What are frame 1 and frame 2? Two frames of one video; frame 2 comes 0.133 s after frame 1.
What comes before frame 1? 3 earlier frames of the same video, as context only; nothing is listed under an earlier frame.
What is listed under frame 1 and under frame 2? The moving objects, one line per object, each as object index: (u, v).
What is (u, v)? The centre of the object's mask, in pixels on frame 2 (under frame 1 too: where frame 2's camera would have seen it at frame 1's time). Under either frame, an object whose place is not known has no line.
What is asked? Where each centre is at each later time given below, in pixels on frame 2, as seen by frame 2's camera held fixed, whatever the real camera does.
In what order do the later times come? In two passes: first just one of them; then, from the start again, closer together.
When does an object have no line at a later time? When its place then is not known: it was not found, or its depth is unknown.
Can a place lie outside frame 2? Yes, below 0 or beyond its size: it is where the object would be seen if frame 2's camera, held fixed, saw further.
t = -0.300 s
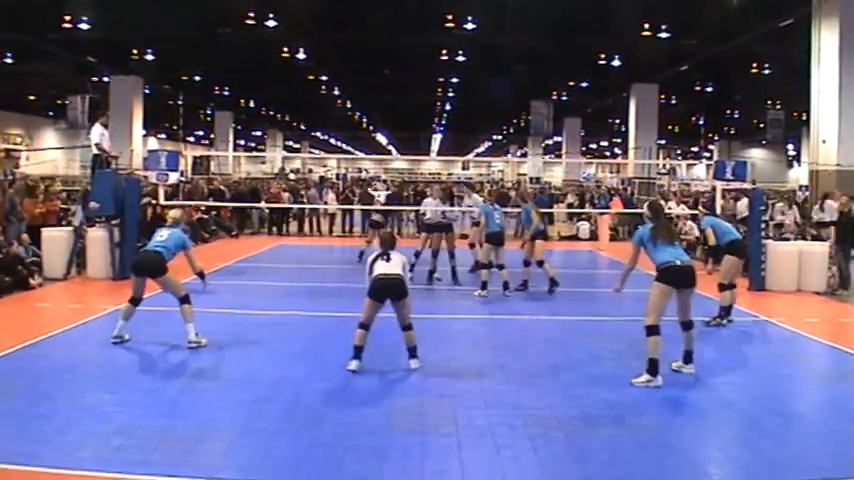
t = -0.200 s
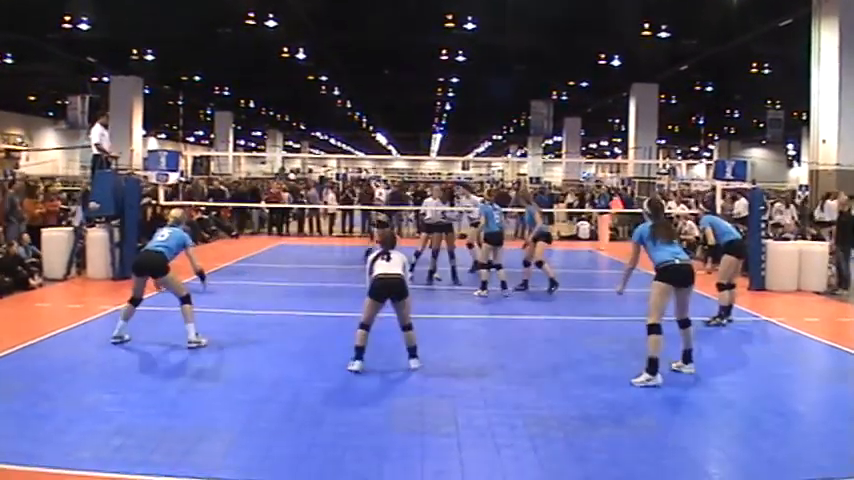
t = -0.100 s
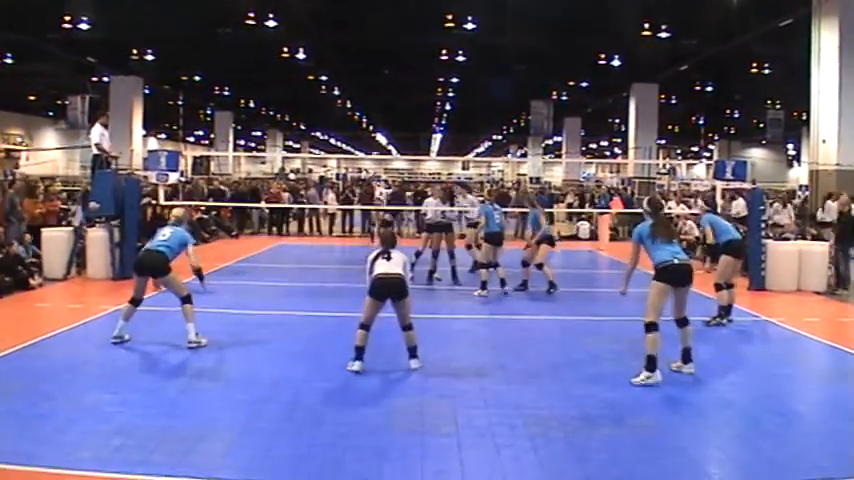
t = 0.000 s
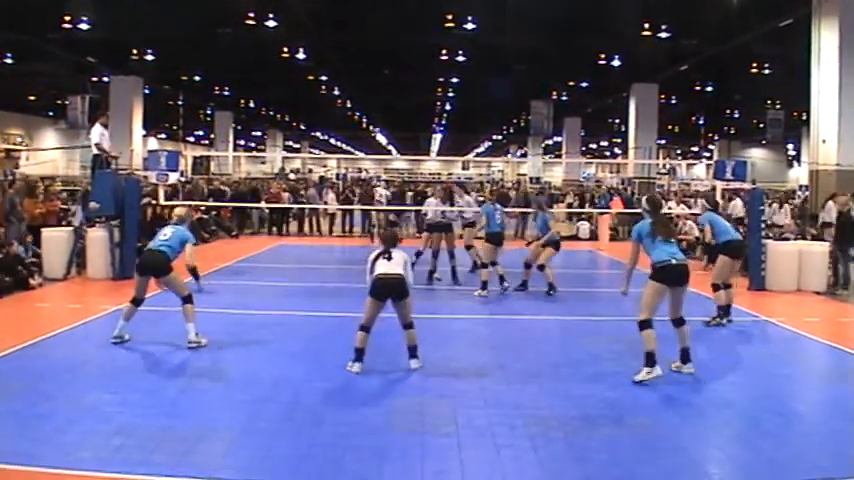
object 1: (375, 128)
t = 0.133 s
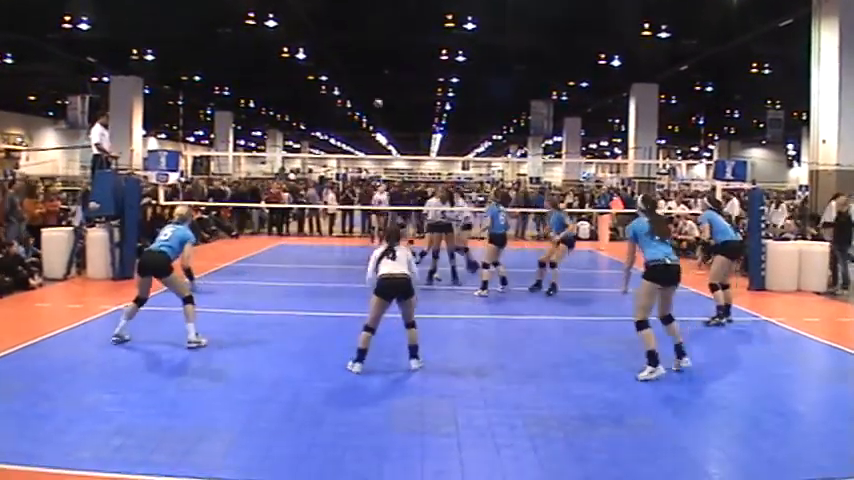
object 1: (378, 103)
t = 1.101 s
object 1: (397, 119)
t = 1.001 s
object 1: (395, 89)
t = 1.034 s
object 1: (395, 98)
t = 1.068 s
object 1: (396, 108)
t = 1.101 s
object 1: (397, 119)
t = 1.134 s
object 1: (398, 131)
